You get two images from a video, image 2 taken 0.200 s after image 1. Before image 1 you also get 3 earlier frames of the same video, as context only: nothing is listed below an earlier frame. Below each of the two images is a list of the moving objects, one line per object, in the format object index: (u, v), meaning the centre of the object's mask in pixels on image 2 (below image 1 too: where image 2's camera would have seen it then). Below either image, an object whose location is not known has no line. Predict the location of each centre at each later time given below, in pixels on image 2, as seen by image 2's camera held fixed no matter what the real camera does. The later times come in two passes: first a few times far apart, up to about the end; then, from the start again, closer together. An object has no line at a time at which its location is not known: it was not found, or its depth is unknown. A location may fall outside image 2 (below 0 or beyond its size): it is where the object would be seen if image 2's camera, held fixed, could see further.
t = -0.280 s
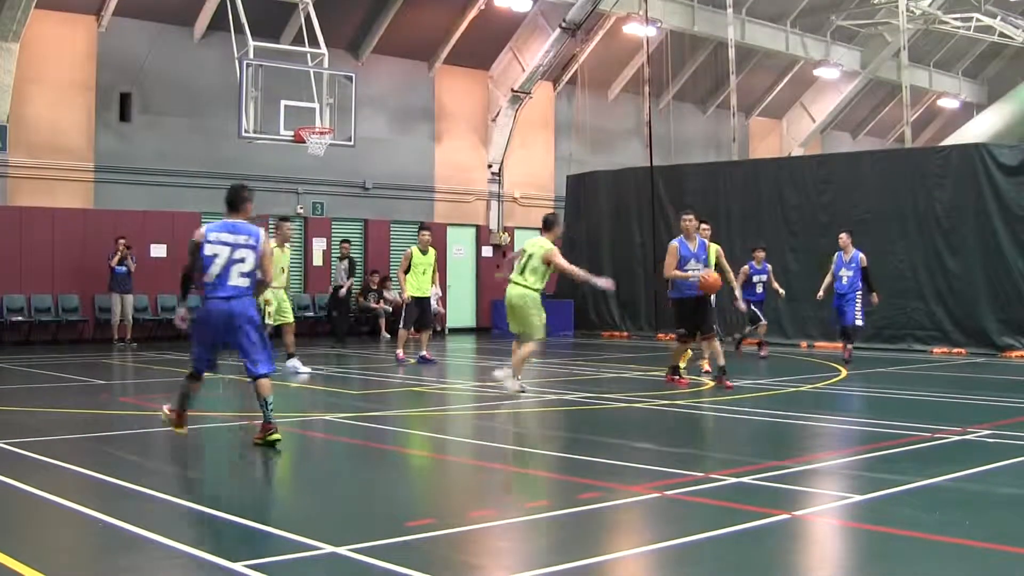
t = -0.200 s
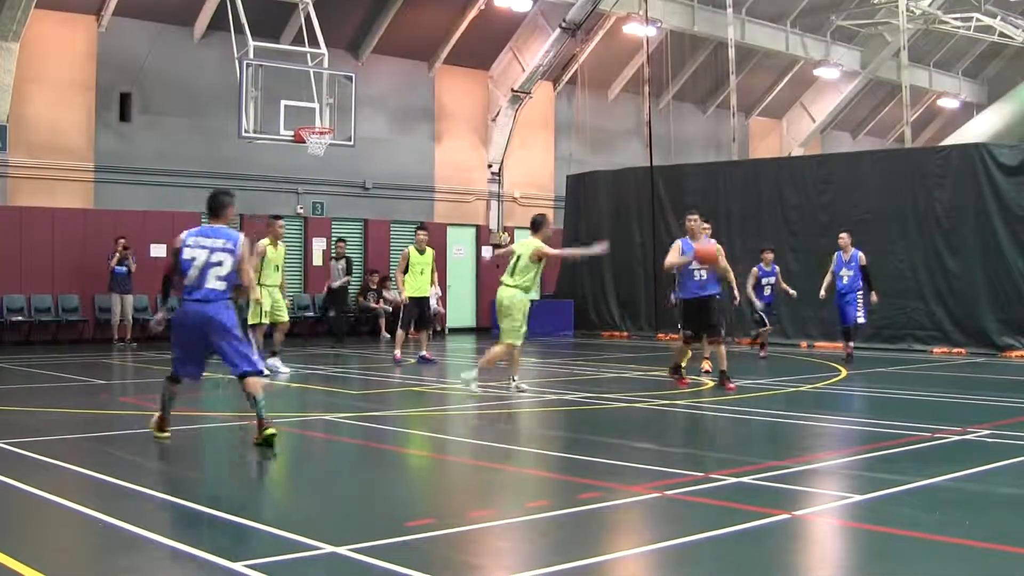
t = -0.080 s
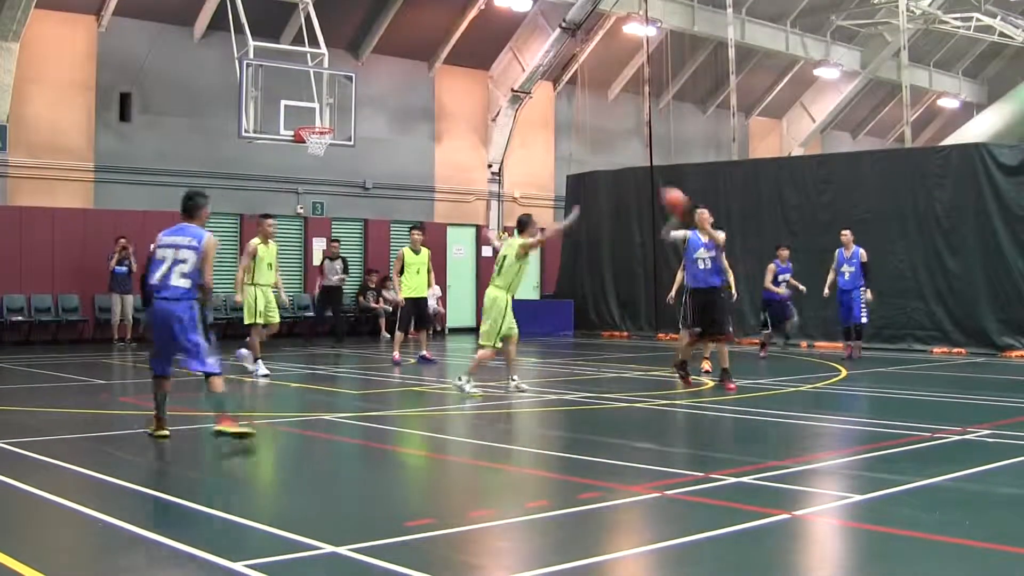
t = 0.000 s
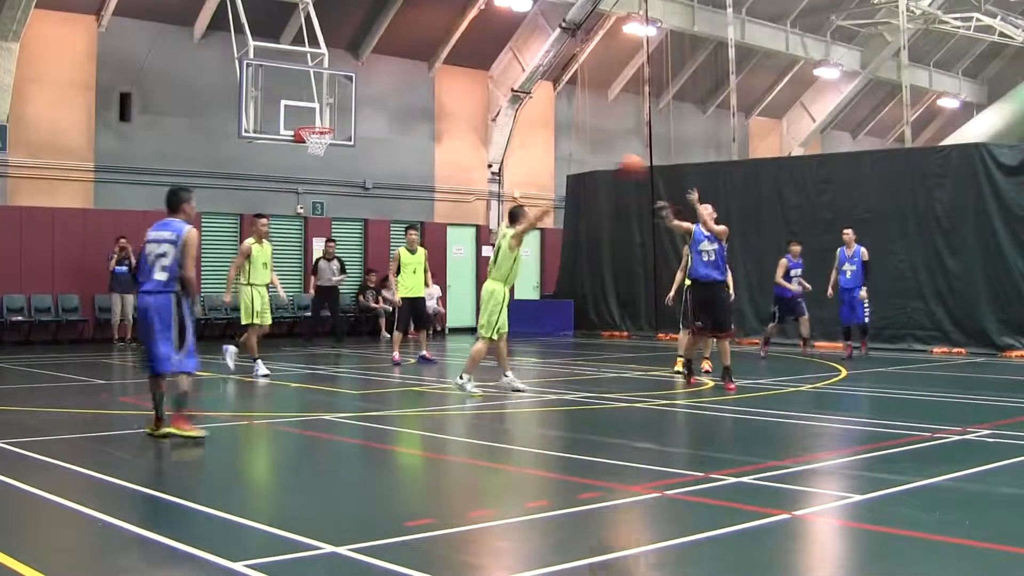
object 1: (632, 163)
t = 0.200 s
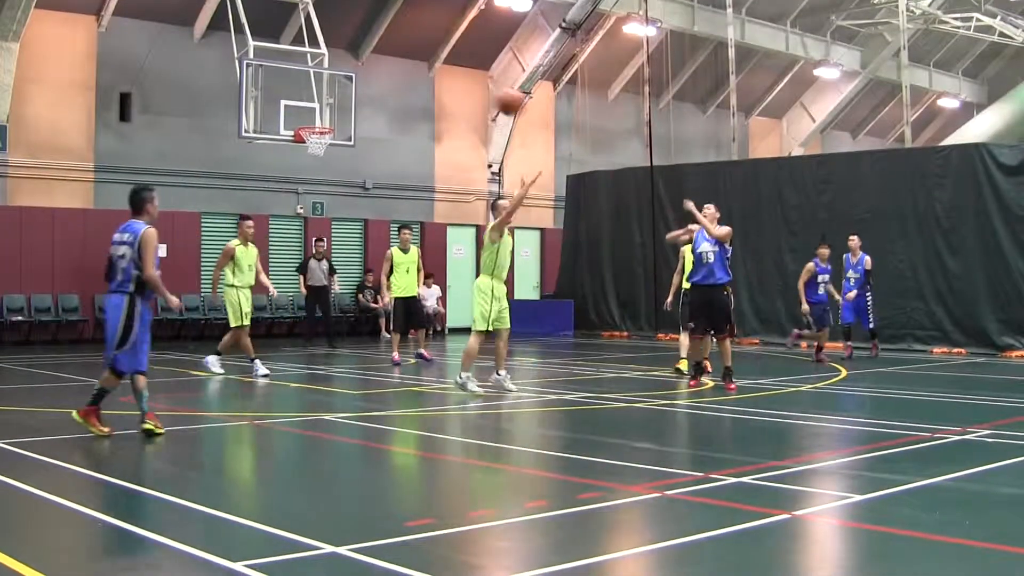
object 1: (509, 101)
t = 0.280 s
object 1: (457, 85)
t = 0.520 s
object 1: (284, 77)
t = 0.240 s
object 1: (483, 92)
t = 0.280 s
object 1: (457, 85)
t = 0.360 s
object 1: (403, 75)
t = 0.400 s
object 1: (375, 73)
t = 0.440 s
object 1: (345, 71)
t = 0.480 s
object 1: (316, 74)
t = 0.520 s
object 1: (284, 77)
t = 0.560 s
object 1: (253, 81)
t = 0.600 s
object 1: (220, 88)
